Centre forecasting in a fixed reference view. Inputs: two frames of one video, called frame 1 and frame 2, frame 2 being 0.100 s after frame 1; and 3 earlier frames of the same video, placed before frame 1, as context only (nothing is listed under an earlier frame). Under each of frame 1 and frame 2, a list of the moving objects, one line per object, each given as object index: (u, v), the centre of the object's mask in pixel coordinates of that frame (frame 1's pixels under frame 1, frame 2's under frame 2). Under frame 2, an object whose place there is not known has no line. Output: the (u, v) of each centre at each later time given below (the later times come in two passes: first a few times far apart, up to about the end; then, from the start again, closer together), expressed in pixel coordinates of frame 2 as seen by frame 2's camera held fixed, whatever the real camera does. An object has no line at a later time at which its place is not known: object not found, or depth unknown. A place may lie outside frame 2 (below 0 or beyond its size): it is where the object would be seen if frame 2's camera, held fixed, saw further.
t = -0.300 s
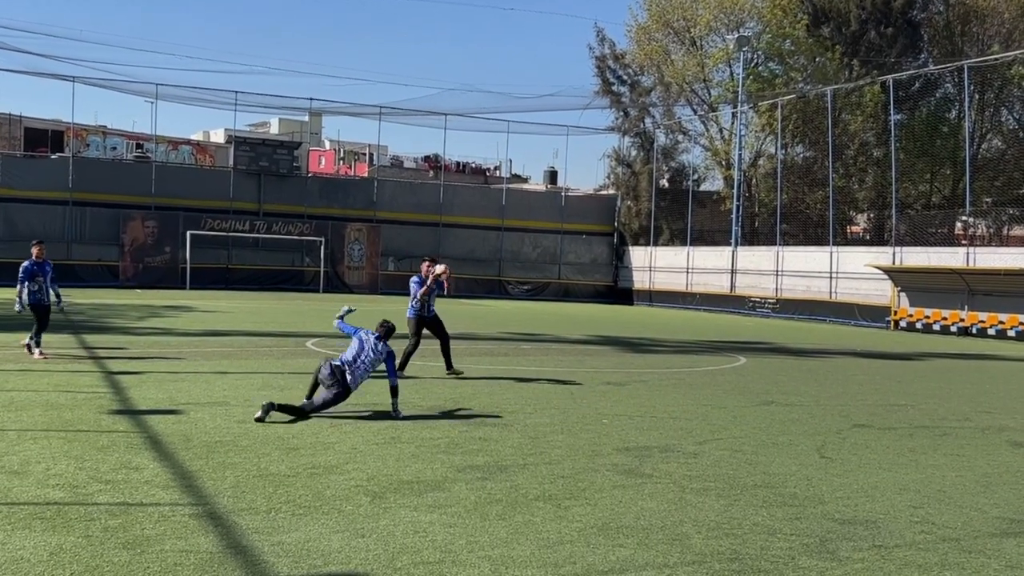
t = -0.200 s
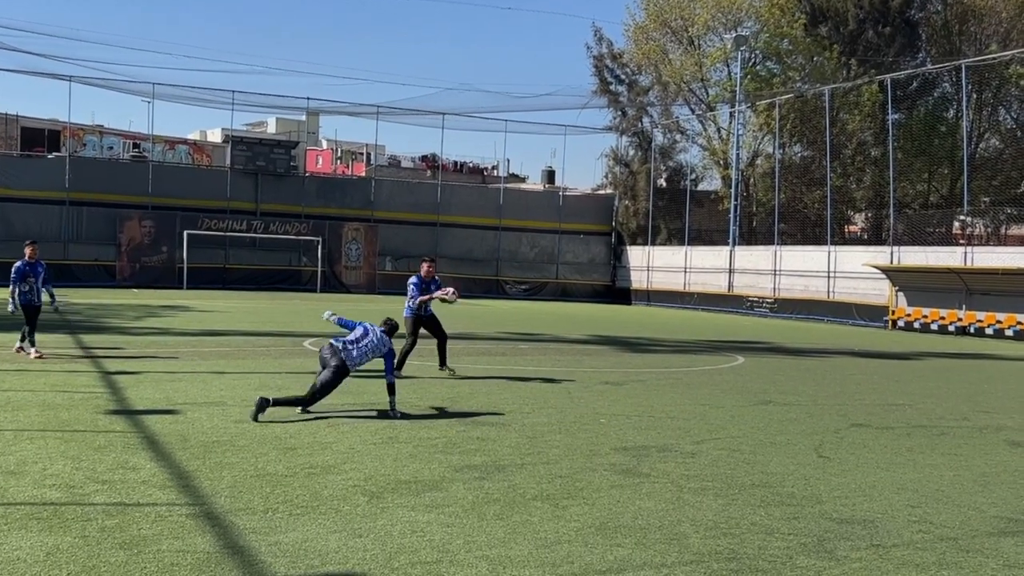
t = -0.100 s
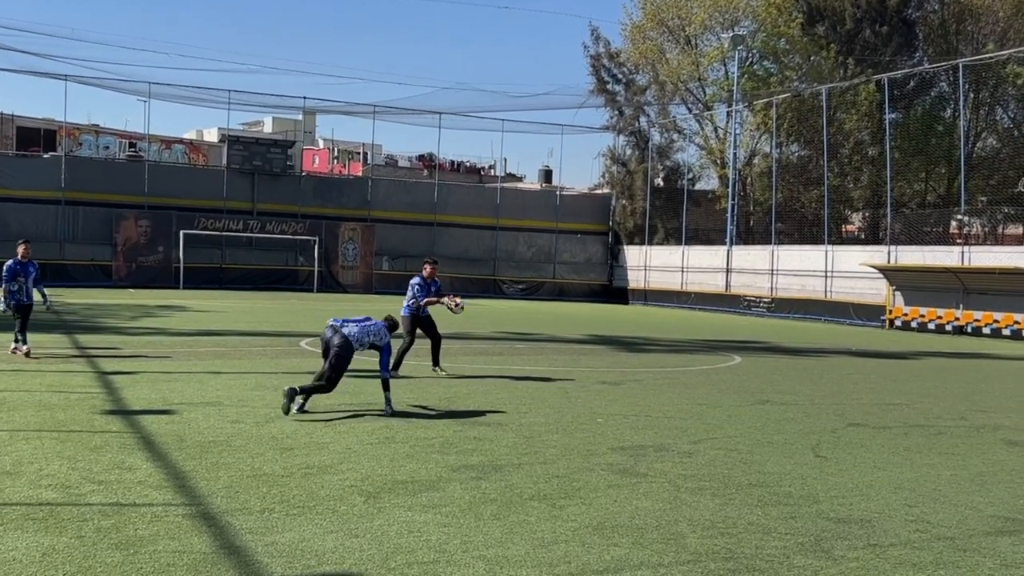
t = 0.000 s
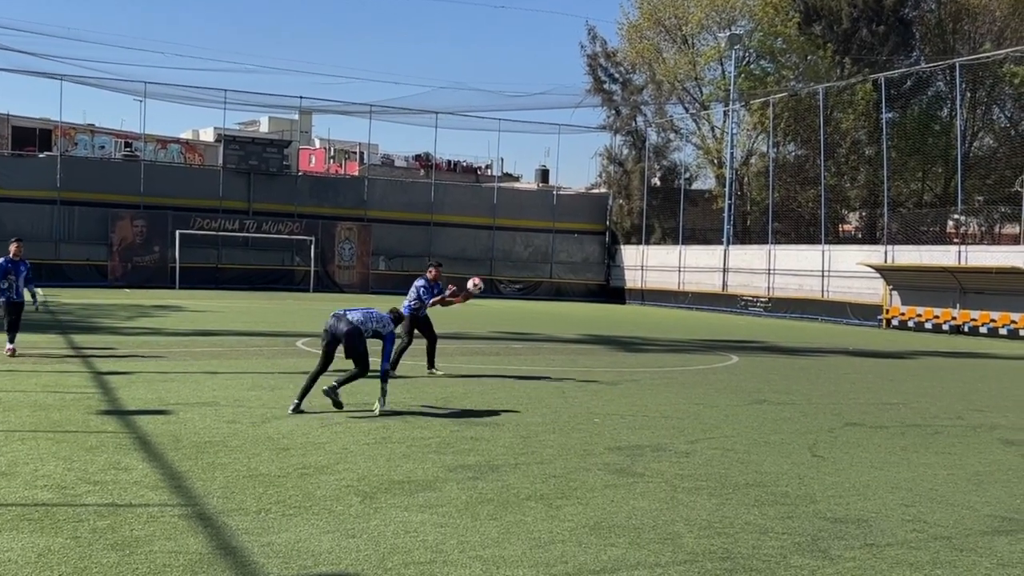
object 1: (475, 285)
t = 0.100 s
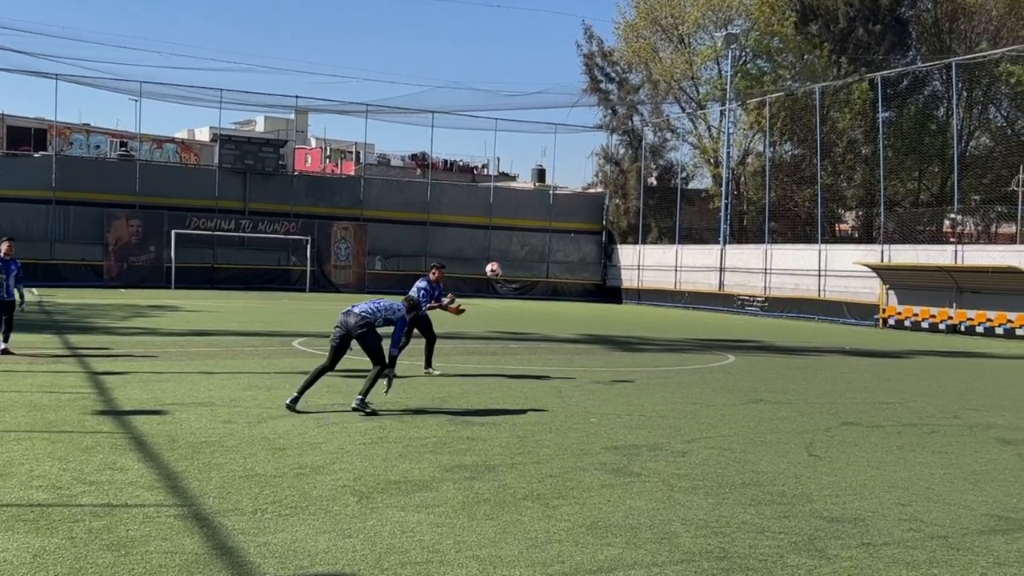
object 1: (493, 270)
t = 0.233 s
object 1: (521, 261)
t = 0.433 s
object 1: (561, 273)
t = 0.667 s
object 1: (606, 322)
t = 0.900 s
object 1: (644, 354)
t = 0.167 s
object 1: (507, 264)
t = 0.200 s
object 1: (514, 262)
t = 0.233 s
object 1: (521, 261)
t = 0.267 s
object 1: (527, 261)
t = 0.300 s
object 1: (534, 262)
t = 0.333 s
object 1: (541, 264)
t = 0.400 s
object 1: (555, 269)
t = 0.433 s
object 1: (561, 273)
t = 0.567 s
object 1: (585, 297)
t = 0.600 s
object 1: (594, 304)
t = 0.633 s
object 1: (600, 313)
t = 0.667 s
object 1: (606, 322)
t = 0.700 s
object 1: (612, 331)
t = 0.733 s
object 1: (619, 343)
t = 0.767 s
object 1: (624, 354)
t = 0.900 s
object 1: (644, 354)
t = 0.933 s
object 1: (649, 347)
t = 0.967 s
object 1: (653, 340)
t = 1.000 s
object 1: (657, 333)
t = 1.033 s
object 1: (661, 328)
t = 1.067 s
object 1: (665, 324)
